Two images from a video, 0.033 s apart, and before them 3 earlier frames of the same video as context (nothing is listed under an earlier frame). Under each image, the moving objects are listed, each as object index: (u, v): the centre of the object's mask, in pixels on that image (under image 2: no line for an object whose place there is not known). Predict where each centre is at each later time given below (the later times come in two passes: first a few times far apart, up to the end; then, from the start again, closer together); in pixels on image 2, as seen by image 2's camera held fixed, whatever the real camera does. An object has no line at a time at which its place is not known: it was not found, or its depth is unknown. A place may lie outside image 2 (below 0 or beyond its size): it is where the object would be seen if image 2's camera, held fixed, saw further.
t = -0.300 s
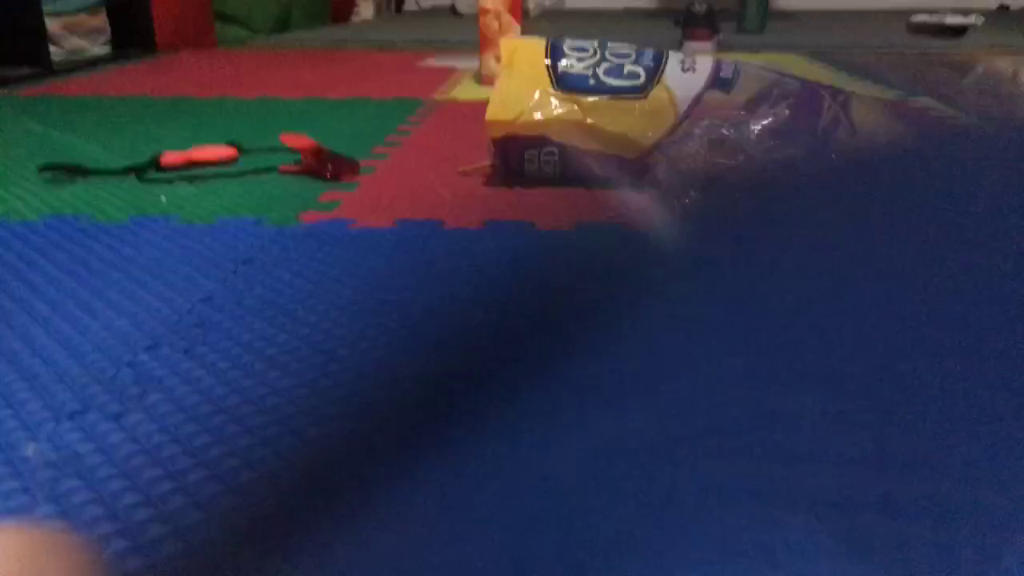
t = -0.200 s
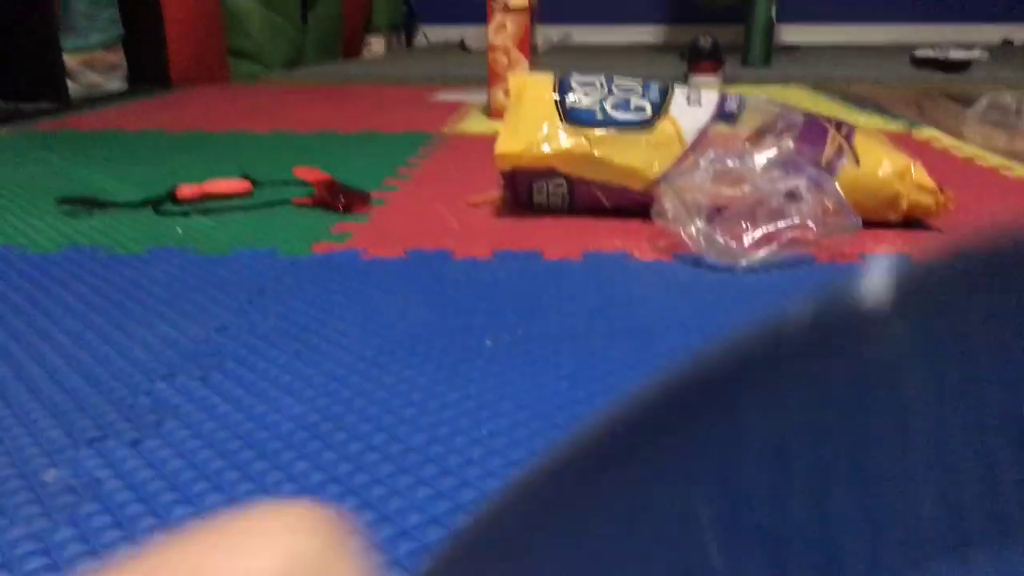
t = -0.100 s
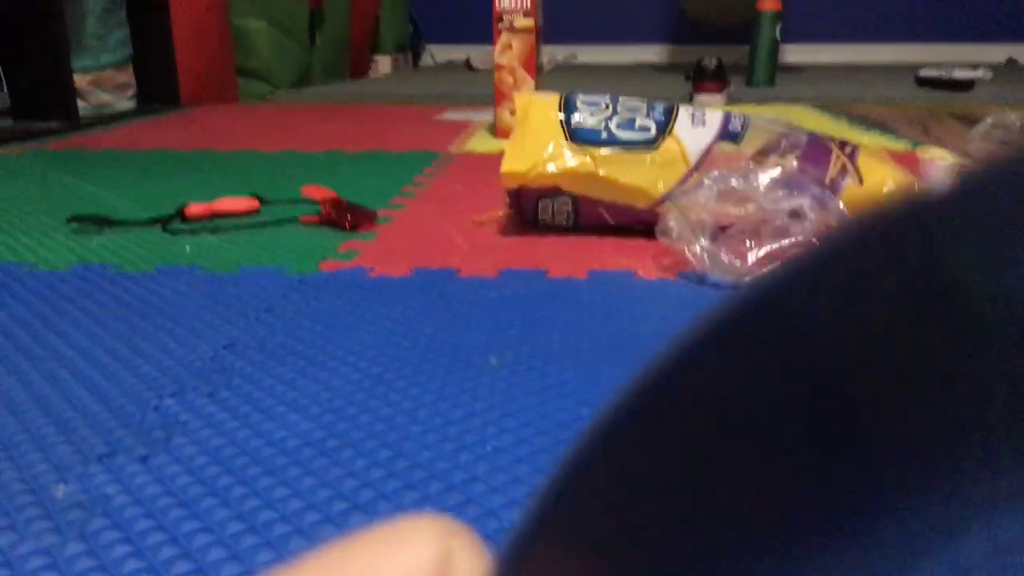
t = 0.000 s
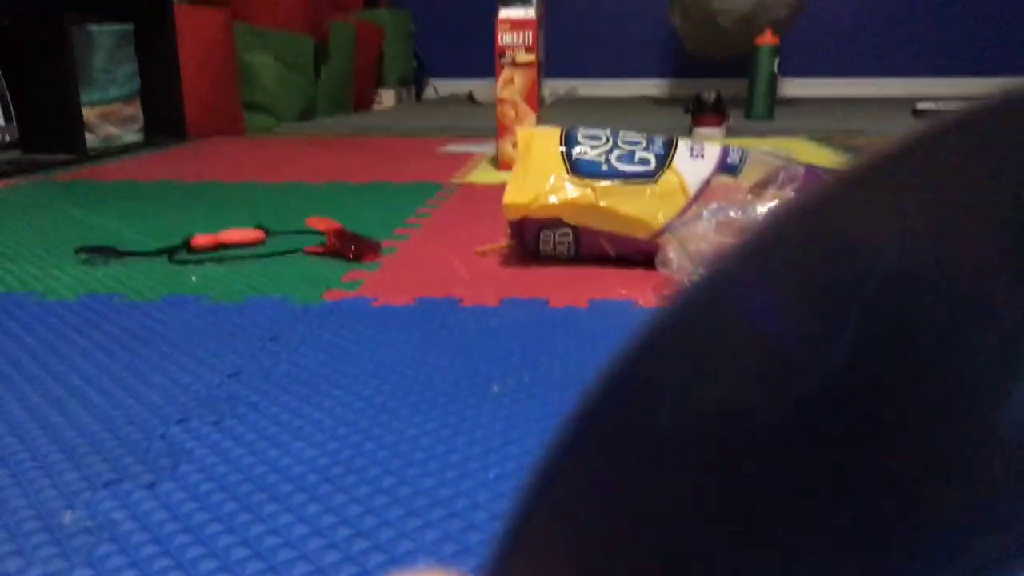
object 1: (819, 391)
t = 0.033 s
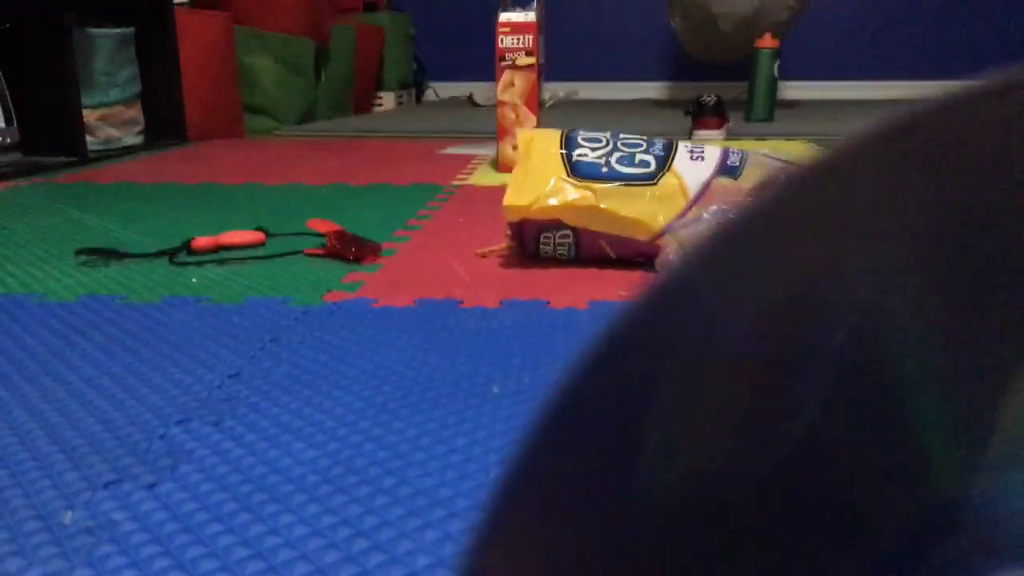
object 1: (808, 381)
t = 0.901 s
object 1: (722, 472)
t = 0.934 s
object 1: (722, 466)
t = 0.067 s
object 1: (783, 372)
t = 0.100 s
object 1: (767, 390)
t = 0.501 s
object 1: (562, 456)
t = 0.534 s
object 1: (576, 448)
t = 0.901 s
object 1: (722, 472)
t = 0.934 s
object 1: (722, 466)
